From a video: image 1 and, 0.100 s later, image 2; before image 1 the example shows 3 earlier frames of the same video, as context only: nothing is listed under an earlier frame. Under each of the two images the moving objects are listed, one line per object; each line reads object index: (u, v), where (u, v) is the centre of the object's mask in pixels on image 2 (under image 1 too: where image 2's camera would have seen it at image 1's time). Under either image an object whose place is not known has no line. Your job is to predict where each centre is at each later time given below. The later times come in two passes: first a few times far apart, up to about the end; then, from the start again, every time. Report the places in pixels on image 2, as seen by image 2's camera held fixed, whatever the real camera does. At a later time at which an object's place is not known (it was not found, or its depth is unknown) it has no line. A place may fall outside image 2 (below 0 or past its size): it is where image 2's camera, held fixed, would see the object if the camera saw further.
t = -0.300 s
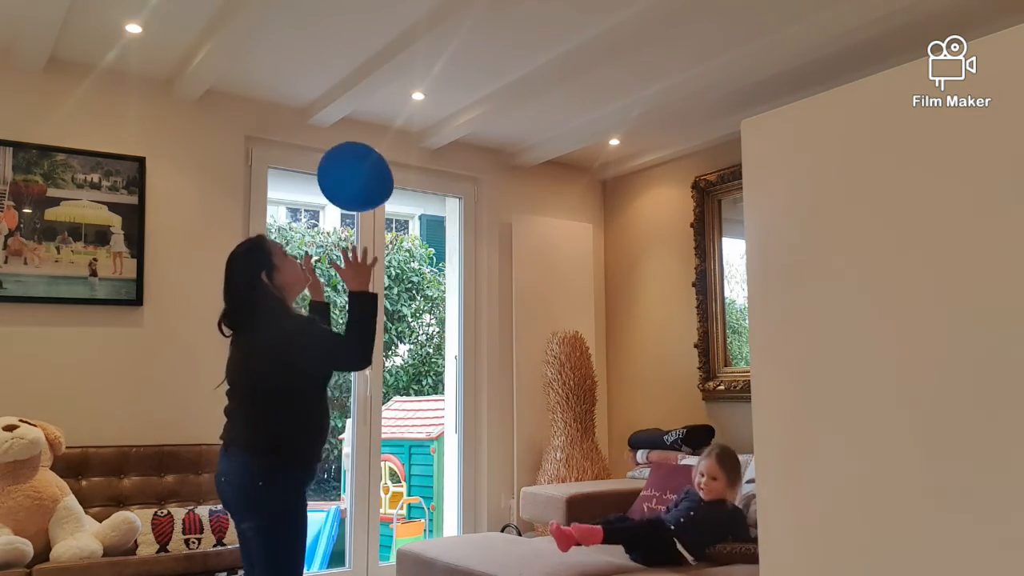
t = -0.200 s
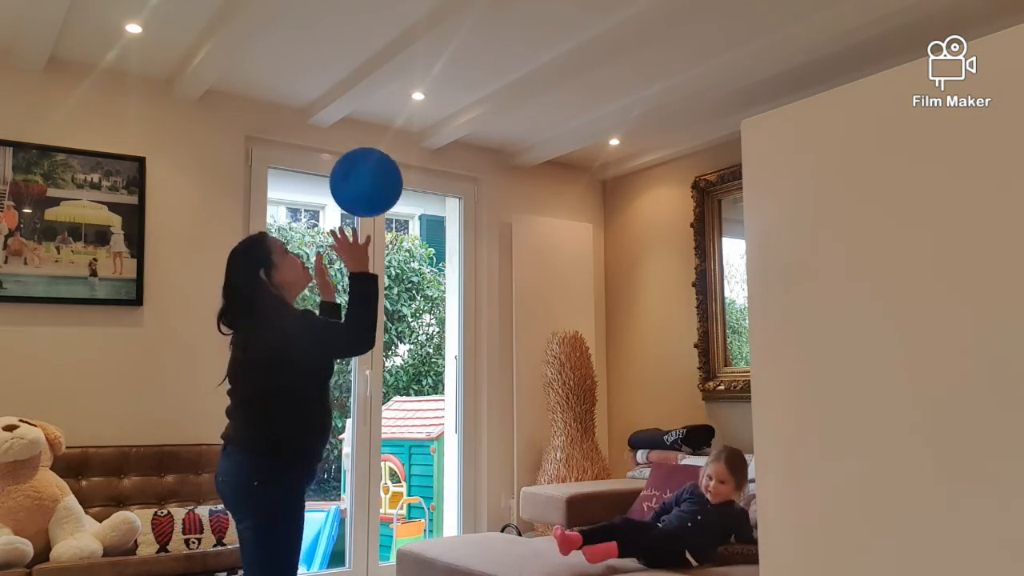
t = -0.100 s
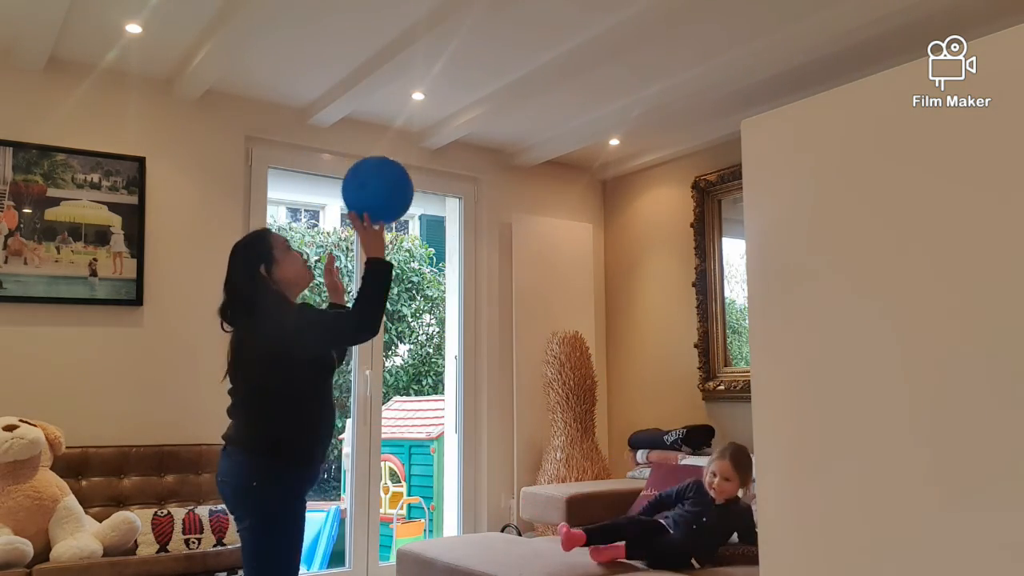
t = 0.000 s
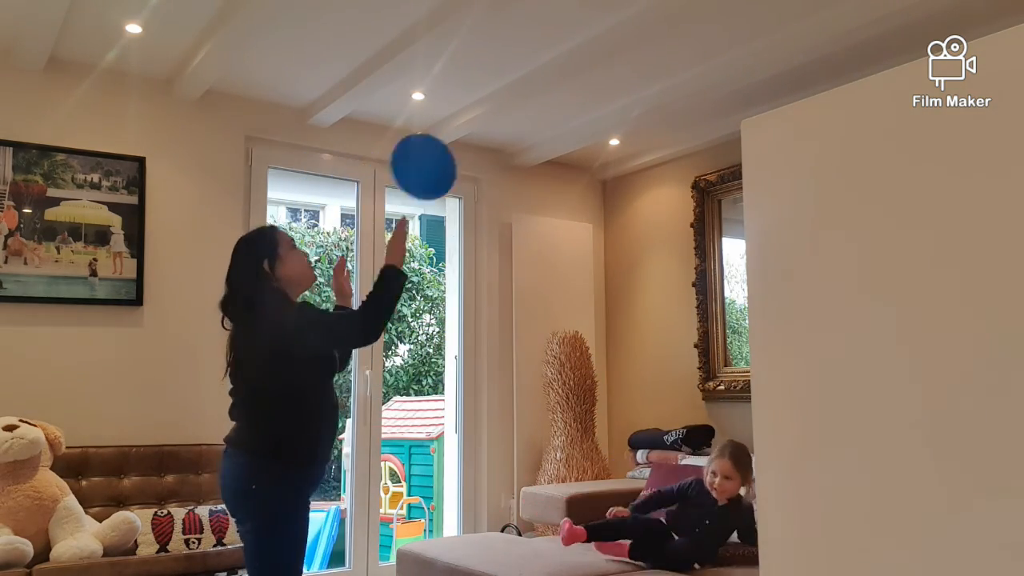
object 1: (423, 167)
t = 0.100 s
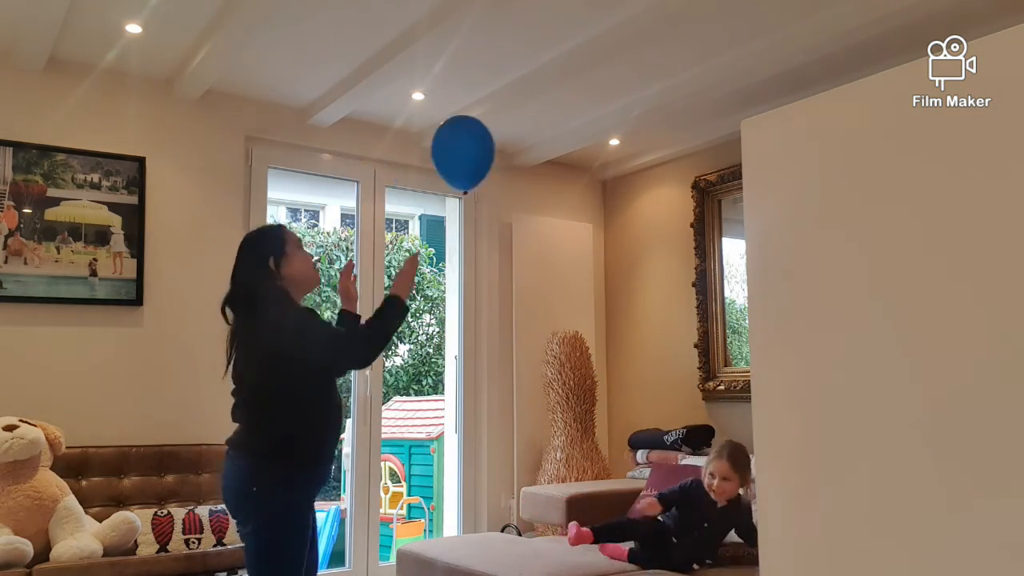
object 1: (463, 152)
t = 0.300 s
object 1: (506, 148)
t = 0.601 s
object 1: (526, 187)
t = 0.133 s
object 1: (473, 150)
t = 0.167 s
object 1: (482, 148)
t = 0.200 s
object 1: (490, 147)
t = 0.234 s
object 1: (497, 146)
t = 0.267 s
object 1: (502, 147)
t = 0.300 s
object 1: (506, 148)
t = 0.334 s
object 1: (510, 151)
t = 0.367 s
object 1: (513, 155)
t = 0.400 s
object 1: (516, 159)
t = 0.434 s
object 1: (518, 163)
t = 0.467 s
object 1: (520, 168)
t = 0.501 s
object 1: (522, 172)
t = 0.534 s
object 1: (523, 177)
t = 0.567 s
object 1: (524, 182)
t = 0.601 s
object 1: (526, 187)
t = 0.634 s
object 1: (528, 193)
